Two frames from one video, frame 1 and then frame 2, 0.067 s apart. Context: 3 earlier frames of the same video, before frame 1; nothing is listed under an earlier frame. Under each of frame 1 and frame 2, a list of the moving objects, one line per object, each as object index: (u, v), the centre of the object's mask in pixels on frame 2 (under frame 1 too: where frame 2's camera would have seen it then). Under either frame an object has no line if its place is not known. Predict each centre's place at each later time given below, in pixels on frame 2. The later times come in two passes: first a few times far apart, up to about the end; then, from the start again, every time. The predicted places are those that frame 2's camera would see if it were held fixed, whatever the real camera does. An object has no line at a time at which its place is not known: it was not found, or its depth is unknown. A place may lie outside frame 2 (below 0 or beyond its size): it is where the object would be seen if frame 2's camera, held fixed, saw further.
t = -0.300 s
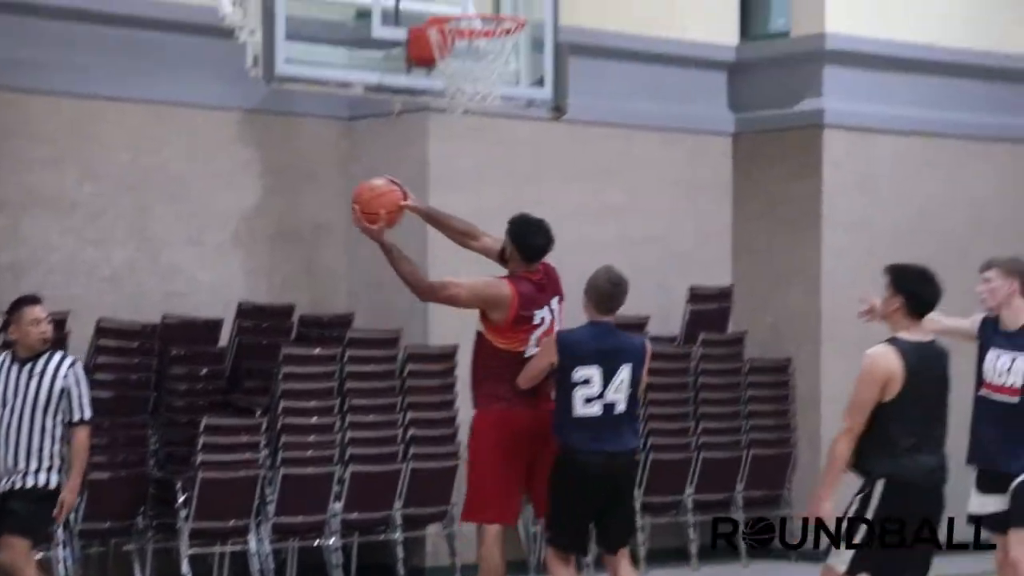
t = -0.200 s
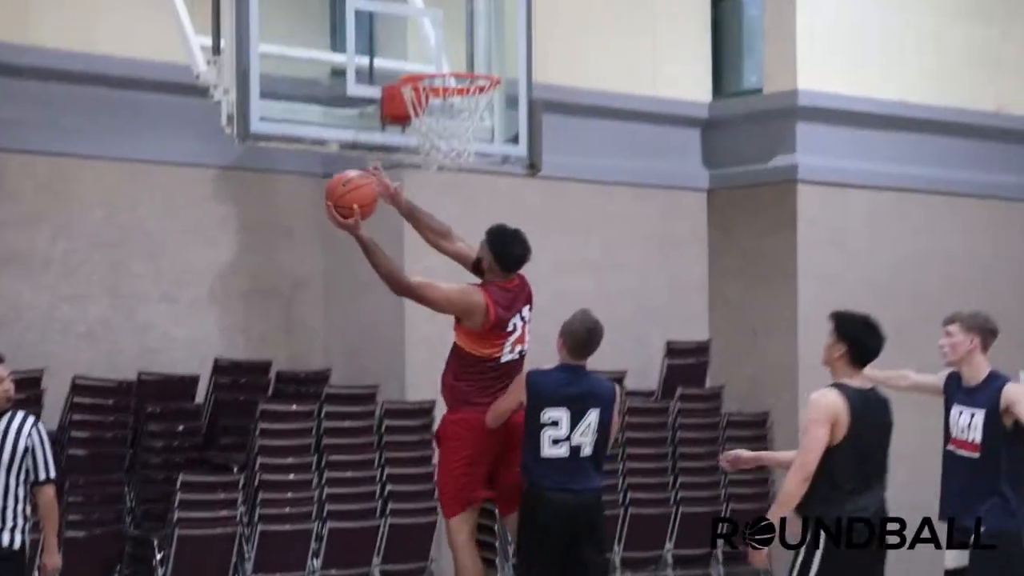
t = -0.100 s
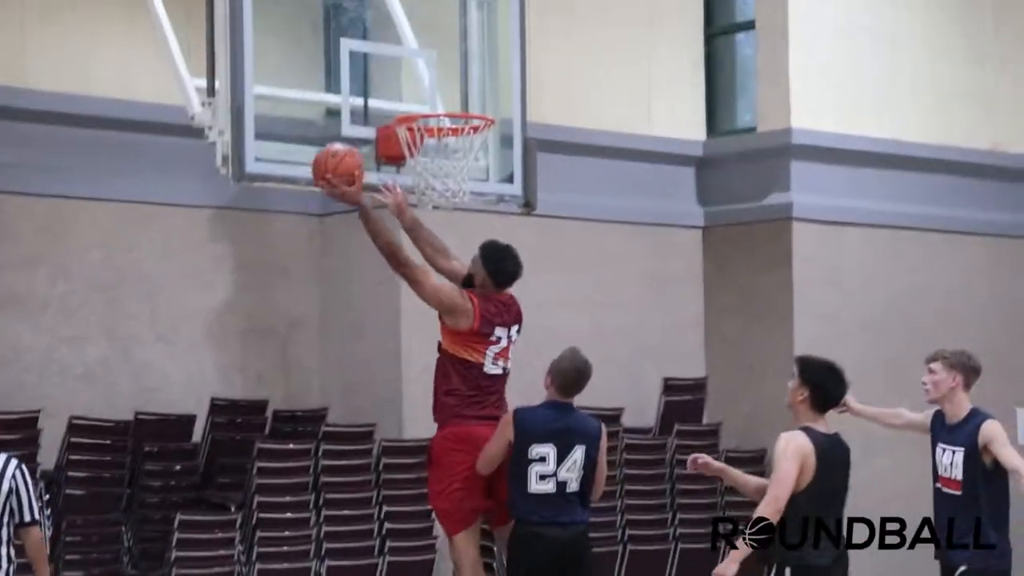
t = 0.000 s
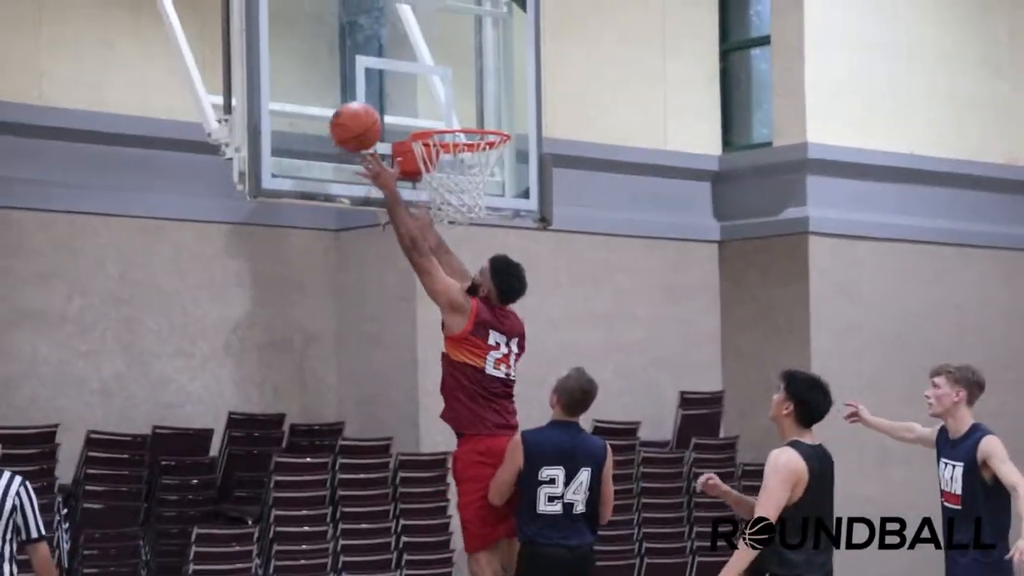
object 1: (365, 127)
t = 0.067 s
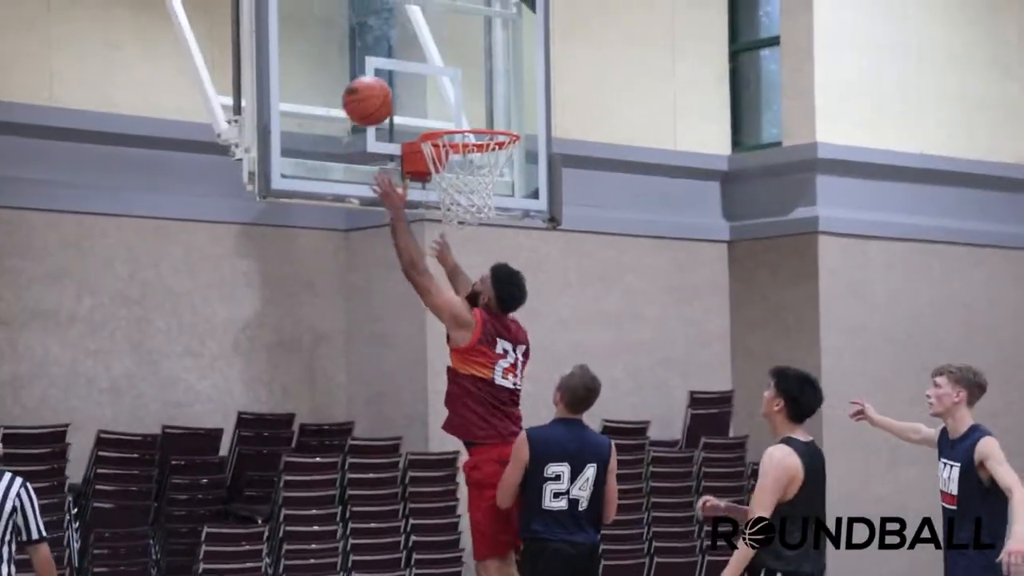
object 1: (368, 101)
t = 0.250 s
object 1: (410, 74)
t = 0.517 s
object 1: (494, 155)
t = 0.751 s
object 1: (481, 237)
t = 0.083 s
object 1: (369, 95)
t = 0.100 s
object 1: (369, 91)
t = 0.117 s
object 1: (370, 88)
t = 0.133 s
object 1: (373, 83)
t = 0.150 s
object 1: (378, 81)
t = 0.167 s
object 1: (384, 78)
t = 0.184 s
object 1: (389, 76)
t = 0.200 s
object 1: (394, 75)
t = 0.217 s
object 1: (399, 74)
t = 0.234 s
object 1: (405, 74)
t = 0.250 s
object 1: (410, 74)
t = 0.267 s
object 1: (415, 75)
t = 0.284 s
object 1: (421, 76)
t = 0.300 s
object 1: (426, 78)
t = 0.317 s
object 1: (431, 80)
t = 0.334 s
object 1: (437, 83)
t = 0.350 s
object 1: (442, 87)
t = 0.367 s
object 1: (448, 91)
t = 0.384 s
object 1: (453, 95)
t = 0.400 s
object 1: (458, 101)
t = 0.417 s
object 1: (464, 106)
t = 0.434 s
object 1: (469, 110)
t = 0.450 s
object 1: (474, 114)
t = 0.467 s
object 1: (479, 118)
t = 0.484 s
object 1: (485, 136)
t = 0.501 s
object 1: (489, 145)
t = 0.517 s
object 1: (494, 155)
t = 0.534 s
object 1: (497, 160)
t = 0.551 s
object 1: (498, 165)
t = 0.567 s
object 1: (498, 171)
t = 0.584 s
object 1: (498, 177)
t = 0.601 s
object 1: (496, 181)
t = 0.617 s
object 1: (494, 185)
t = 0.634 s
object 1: (494, 190)
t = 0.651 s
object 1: (492, 194)
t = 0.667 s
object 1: (488, 206)
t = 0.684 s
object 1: (486, 210)
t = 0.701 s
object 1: (485, 215)
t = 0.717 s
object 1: (484, 222)
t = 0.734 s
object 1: (483, 229)
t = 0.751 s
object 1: (481, 237)
